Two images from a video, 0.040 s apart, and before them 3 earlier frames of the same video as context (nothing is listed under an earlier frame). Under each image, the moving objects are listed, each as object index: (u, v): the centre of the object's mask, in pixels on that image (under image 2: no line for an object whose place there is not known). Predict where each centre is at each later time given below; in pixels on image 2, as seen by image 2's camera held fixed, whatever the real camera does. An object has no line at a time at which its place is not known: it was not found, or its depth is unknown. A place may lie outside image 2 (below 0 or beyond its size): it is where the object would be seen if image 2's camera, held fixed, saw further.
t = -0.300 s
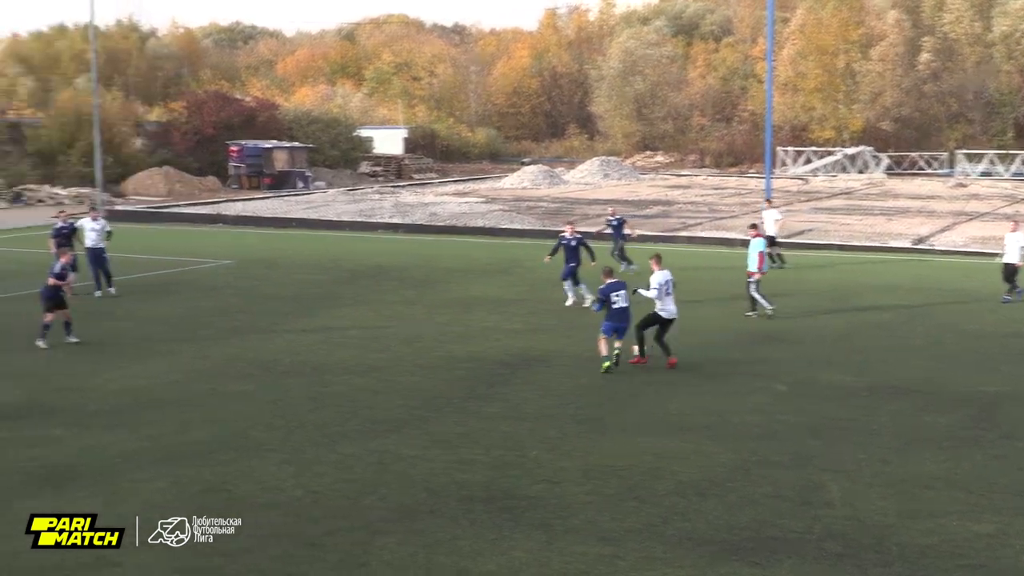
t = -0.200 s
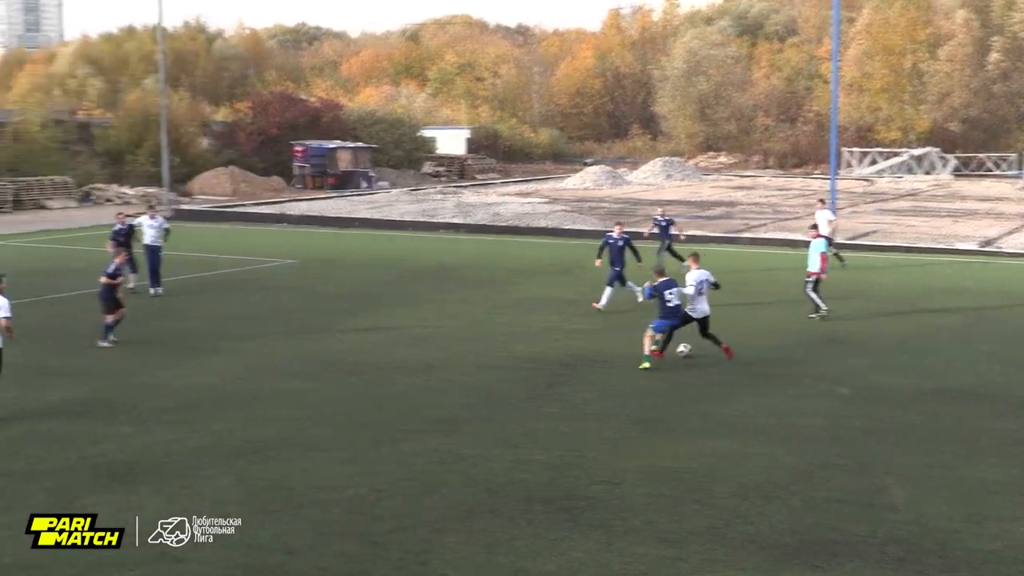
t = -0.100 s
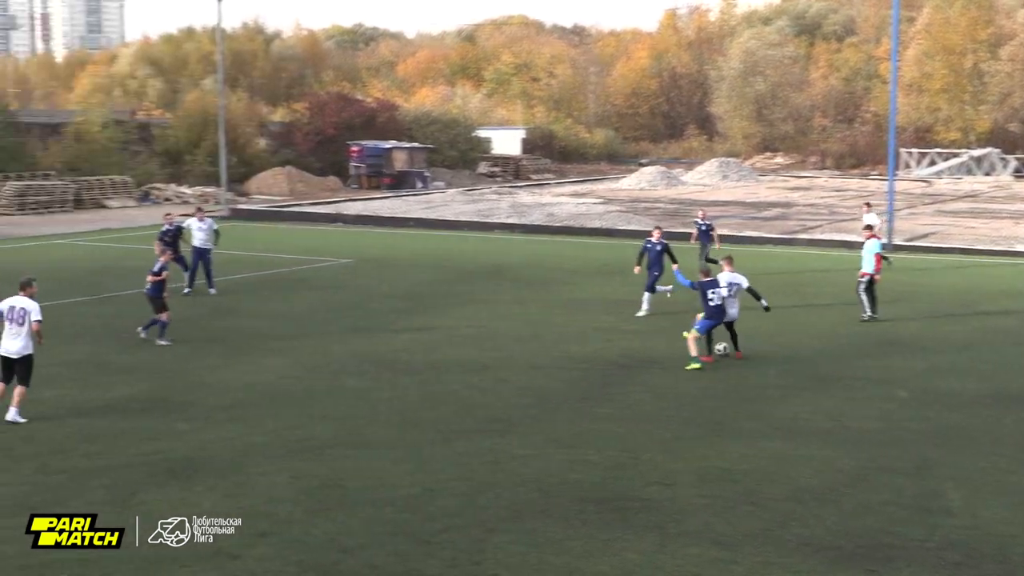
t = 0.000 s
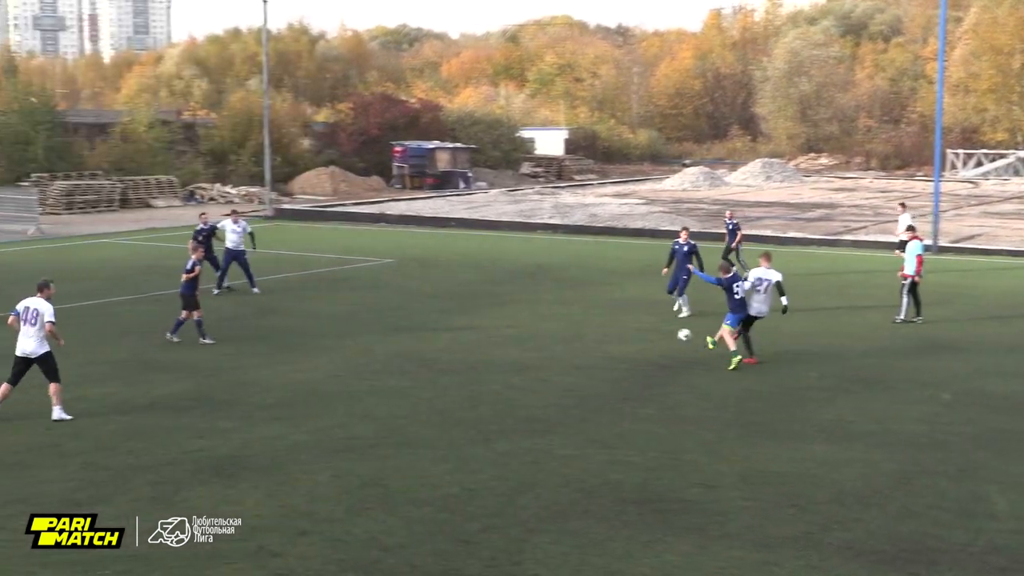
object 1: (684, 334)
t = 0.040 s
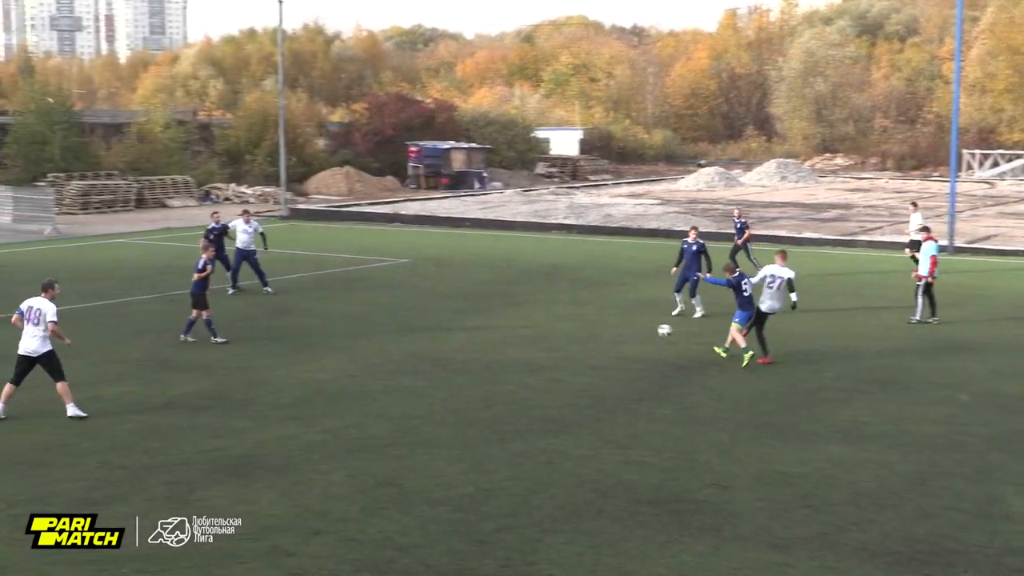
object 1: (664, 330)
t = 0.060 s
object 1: (649, 328)
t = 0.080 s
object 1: (632, 326)
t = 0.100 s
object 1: (617, 325)
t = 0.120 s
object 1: (602, 324)
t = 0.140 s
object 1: (587, 323)
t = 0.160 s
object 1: (572, 323)
